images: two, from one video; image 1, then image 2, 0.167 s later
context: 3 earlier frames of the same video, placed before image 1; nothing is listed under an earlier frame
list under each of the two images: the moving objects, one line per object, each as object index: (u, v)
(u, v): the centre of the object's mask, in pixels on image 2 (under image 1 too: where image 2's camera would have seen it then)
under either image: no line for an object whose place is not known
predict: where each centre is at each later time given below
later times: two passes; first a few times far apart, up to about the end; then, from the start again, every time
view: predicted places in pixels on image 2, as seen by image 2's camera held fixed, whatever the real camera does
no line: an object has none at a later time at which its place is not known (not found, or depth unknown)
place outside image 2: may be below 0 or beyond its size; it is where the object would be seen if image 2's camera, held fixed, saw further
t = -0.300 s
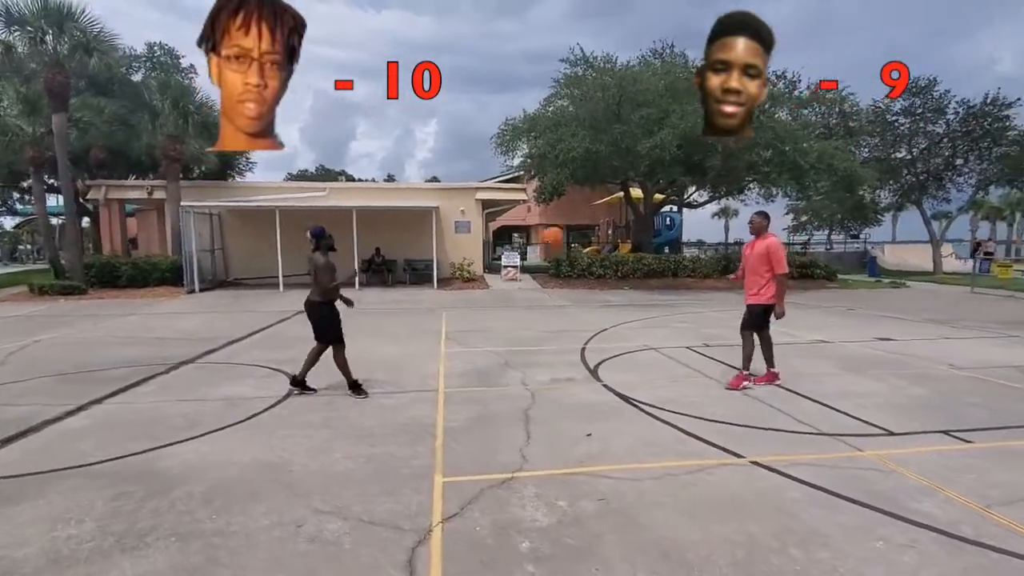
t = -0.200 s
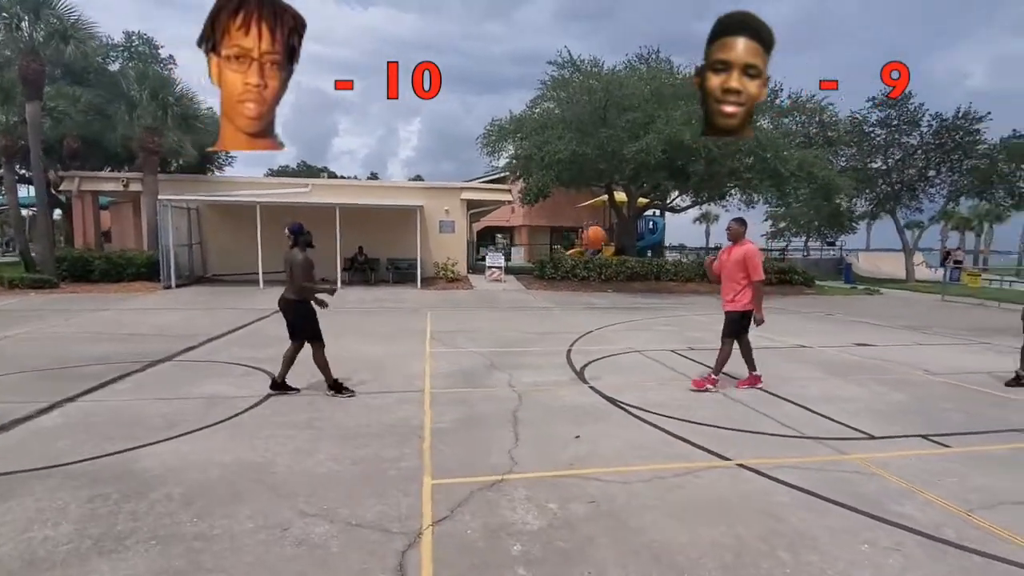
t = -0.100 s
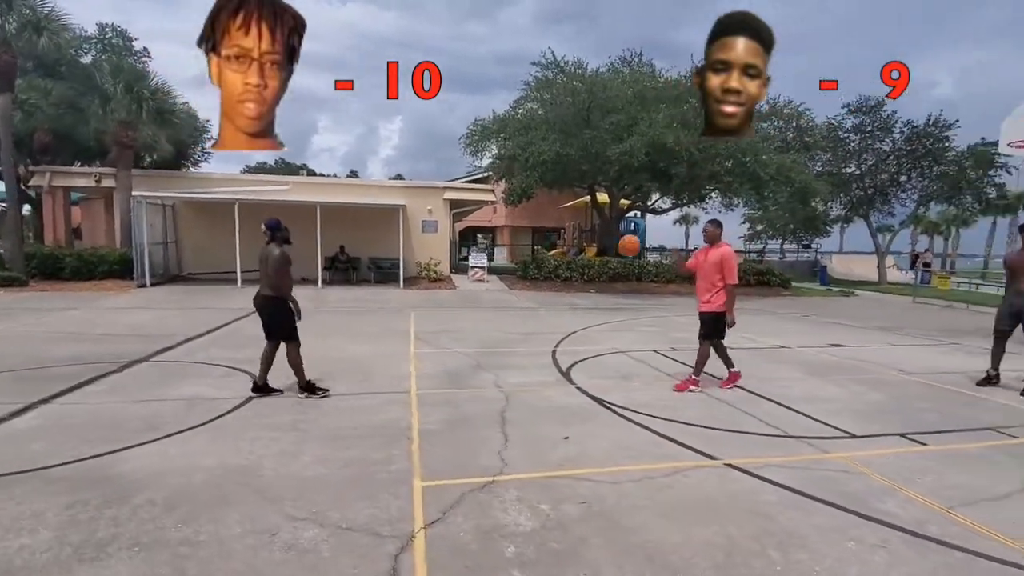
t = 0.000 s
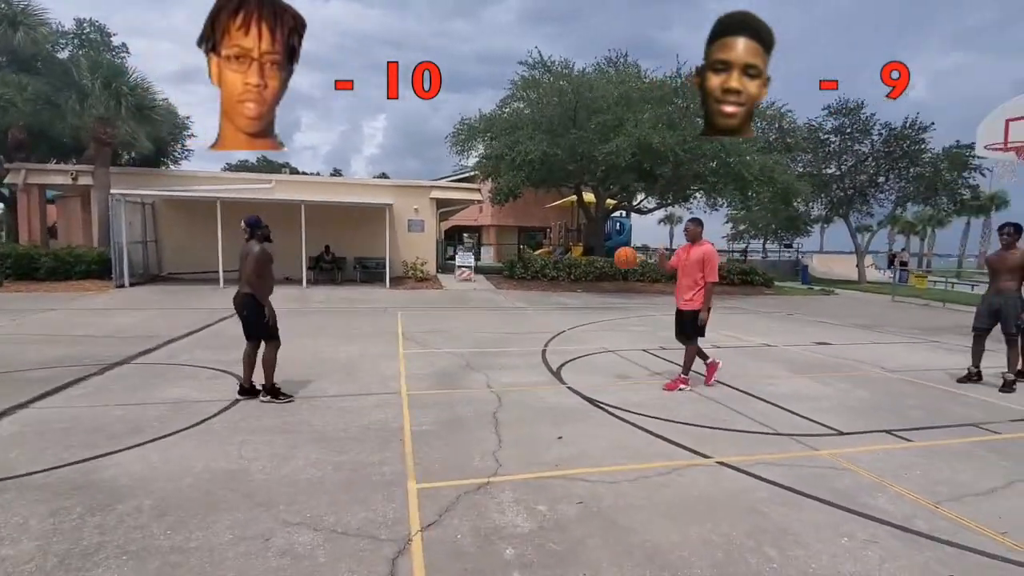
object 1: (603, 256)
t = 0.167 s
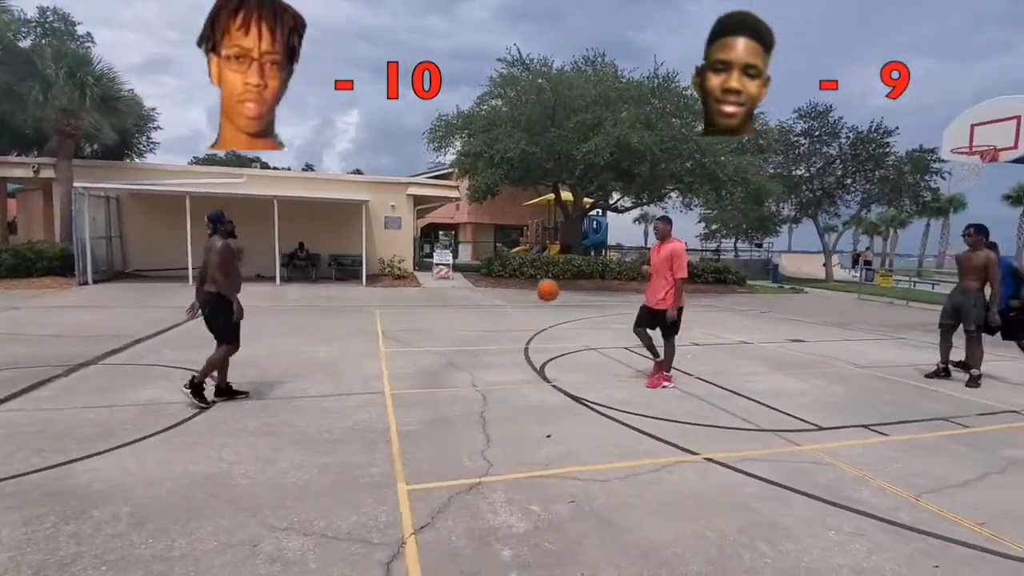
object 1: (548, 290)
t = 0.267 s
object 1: (510, 323)
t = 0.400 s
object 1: (455, 385)
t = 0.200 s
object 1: (536, 300)
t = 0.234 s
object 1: (524, 311)
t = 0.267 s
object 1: (510, 323)
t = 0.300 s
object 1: (498, 337)
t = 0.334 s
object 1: (484, 352)
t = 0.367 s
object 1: (469, 367)
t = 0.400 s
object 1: (455, 385)
